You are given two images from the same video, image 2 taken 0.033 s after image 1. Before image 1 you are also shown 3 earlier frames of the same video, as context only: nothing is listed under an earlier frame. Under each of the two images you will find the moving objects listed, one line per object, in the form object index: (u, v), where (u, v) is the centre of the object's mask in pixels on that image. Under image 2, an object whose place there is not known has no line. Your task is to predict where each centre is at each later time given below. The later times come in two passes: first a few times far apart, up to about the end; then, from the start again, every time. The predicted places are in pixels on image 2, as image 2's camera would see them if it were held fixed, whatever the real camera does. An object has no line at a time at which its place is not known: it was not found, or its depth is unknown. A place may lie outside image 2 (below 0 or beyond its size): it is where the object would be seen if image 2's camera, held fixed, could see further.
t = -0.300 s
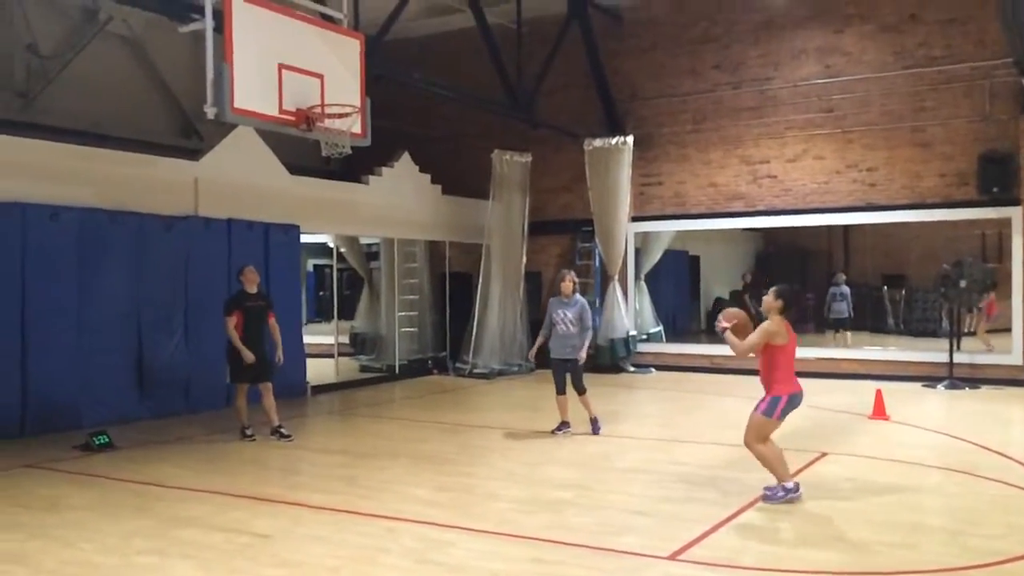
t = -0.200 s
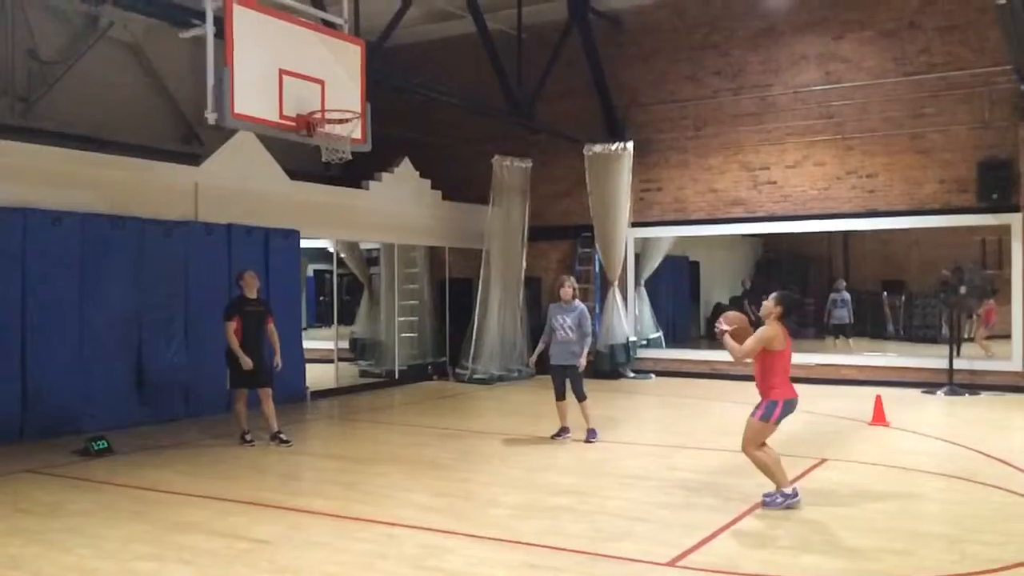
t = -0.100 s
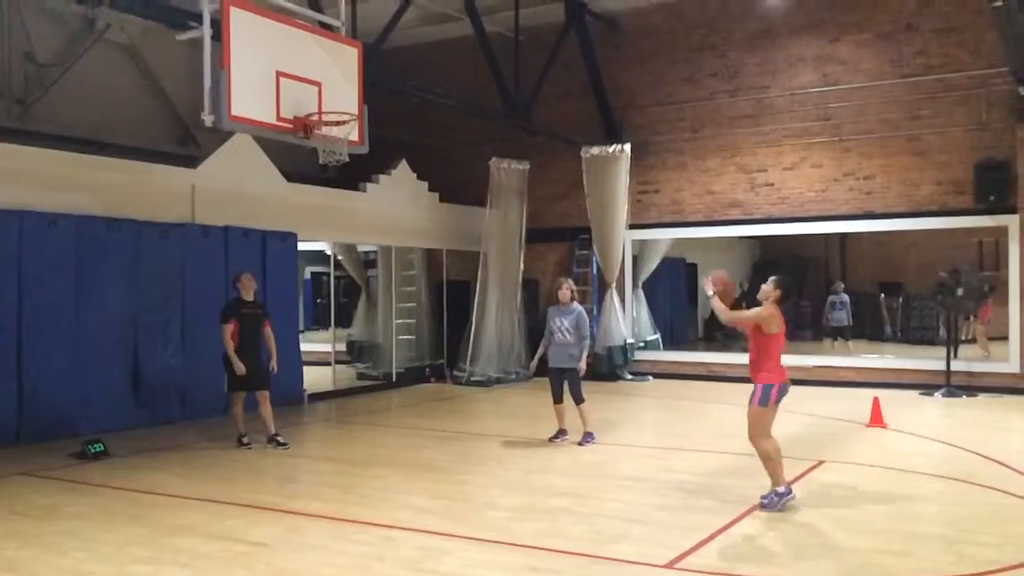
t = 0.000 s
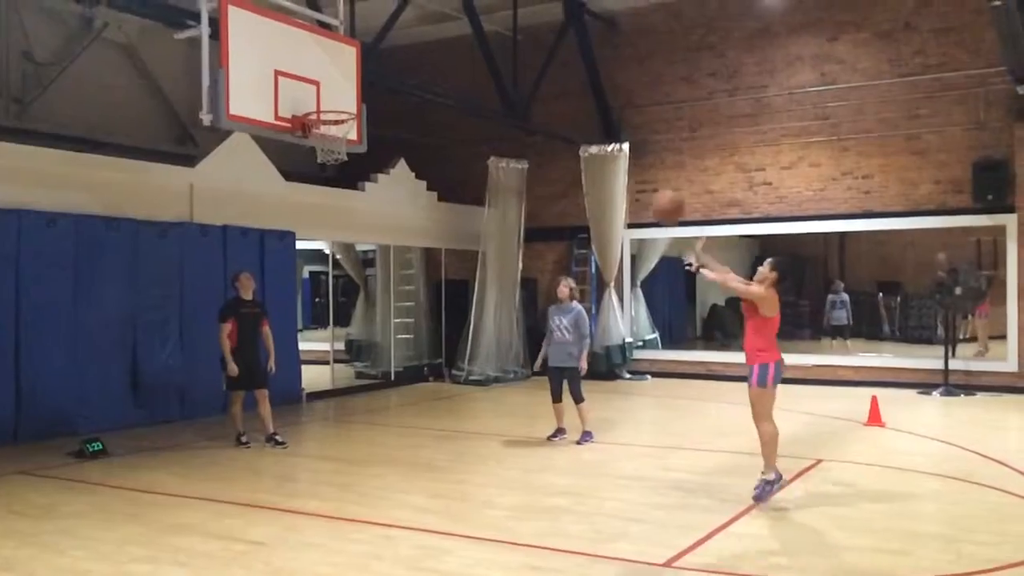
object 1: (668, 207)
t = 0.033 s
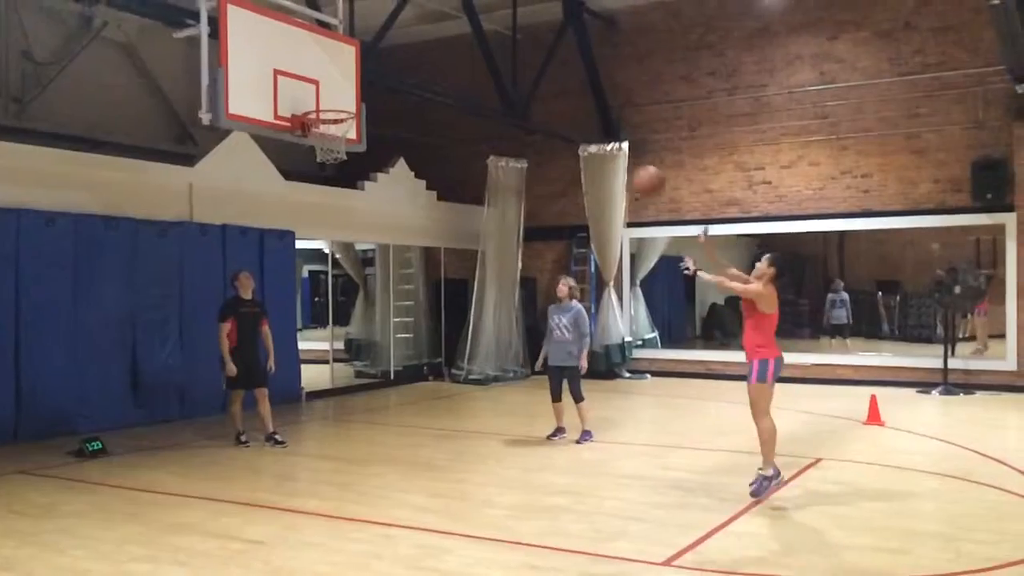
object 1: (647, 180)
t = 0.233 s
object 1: (551, 80)
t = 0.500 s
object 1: (441, 35)
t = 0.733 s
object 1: (354, 63)
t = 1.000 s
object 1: (336, 78)
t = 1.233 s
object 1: (385, 71)
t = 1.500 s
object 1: (437, 130)
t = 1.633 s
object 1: (461, 184)
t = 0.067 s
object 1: (631, 157)
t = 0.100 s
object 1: (614, 140)
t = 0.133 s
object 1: (599, 124)
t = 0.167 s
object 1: (582, 107)
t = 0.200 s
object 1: (566, 92)
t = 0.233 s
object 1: (551, 80)
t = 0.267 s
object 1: (536, 69)
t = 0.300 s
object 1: (521, 59)
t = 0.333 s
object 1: (507, 51)
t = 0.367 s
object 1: (493, 44)
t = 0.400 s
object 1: (479, 39)
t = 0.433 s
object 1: (465, 37)
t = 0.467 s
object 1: (452, 35)
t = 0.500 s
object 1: (441, 35)
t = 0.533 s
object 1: (429, 34)
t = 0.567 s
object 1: (417, 35)
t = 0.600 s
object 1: (404, 42)
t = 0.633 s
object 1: (389, 43)
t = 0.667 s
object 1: (379, 48)
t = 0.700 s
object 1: (366, 56)
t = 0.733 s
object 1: (354, 63)
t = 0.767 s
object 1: (343, 72)
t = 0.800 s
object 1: (332, 82)
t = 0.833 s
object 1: (320, 93)
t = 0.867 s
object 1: (310, 105)
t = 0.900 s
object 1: (315, 99)
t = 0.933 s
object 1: (322, 91)
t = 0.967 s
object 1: (329, 83)
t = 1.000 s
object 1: (336, 78)
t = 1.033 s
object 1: (343, 73)
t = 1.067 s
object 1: (350, 70)
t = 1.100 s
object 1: (357, 67)
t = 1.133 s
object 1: (364, 66)
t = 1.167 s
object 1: (372, 67)
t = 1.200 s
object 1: (377, 68)
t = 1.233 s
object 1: (385, 71)
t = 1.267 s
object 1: (392, 75)
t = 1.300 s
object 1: (398, 79)
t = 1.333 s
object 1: (405, 85)
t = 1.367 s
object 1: (411, 91)
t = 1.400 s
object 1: (417, 99)
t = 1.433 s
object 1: (424, 108)
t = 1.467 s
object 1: (431, 119)
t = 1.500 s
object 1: (437, 130)
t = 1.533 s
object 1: (444, 142)
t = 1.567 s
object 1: (450, 155)
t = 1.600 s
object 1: (455, 169)
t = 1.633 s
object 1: (461, 184)
